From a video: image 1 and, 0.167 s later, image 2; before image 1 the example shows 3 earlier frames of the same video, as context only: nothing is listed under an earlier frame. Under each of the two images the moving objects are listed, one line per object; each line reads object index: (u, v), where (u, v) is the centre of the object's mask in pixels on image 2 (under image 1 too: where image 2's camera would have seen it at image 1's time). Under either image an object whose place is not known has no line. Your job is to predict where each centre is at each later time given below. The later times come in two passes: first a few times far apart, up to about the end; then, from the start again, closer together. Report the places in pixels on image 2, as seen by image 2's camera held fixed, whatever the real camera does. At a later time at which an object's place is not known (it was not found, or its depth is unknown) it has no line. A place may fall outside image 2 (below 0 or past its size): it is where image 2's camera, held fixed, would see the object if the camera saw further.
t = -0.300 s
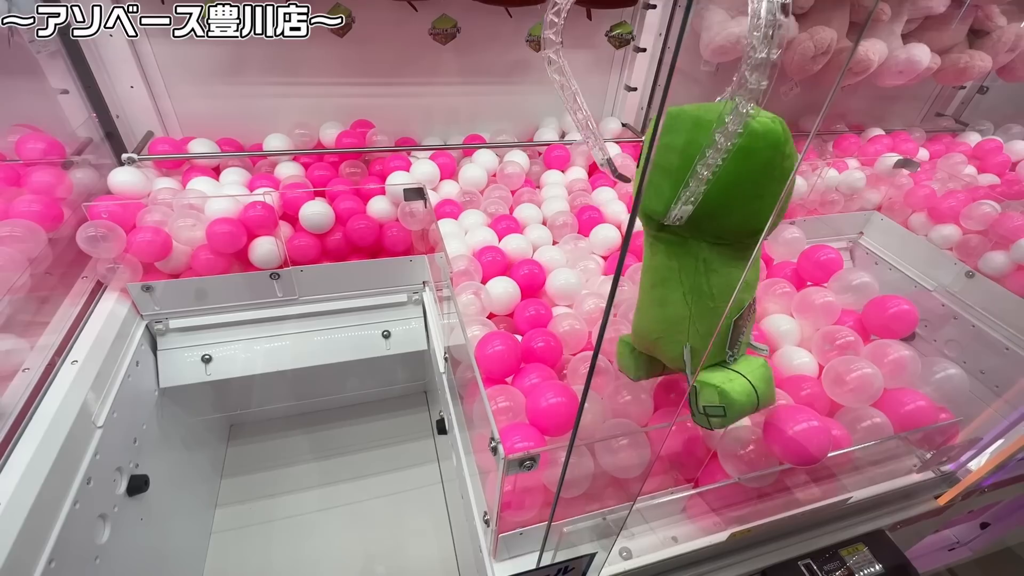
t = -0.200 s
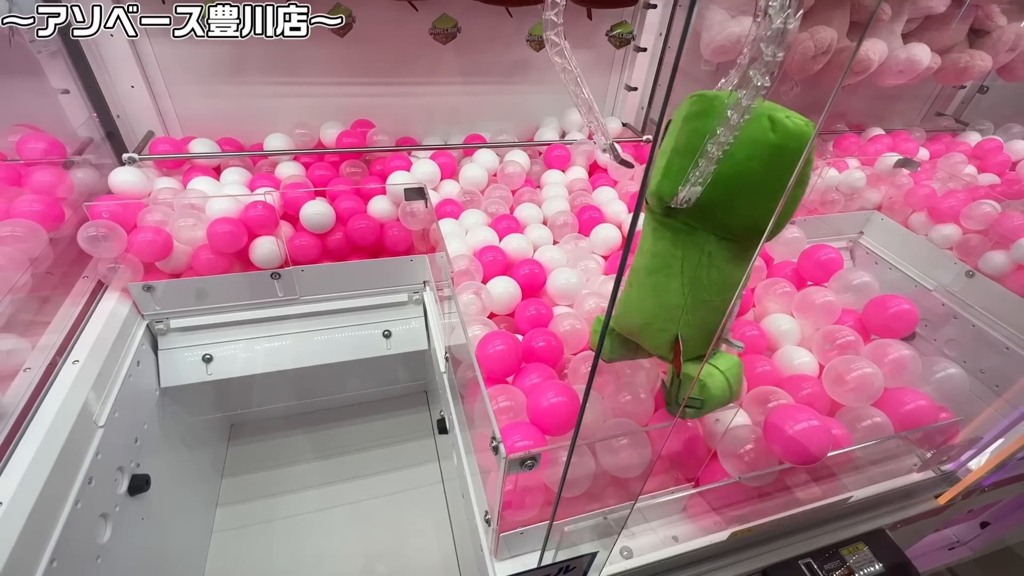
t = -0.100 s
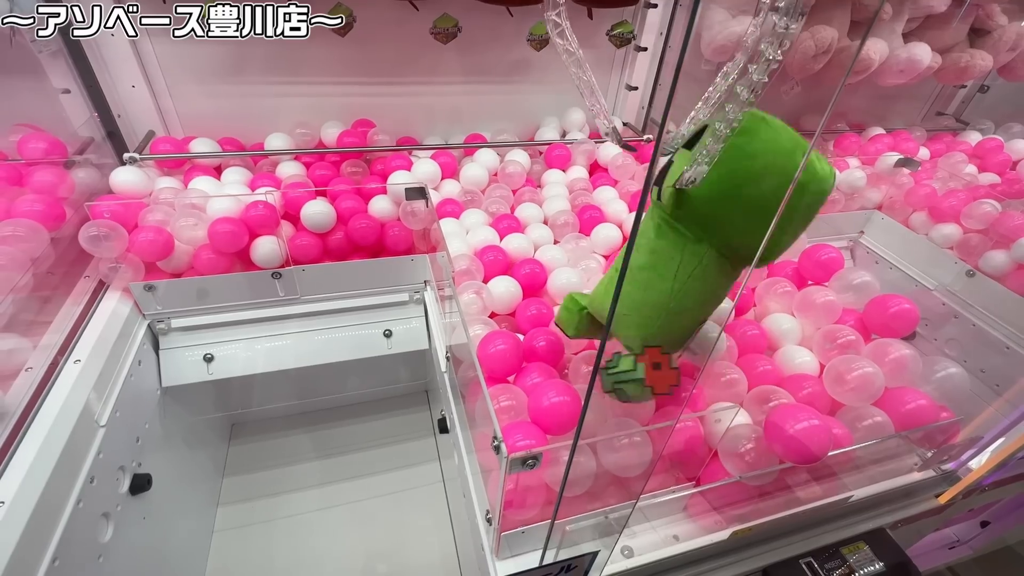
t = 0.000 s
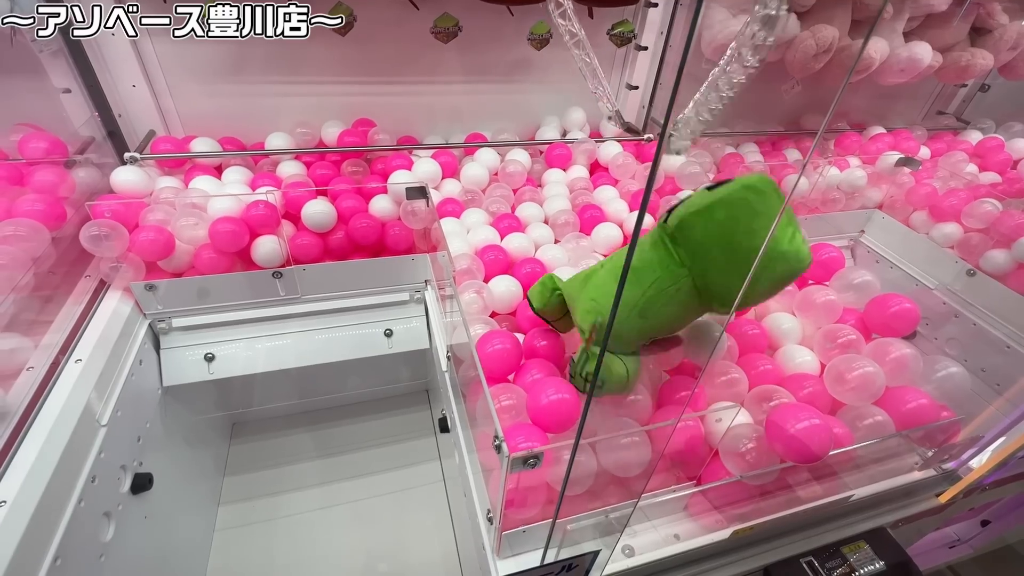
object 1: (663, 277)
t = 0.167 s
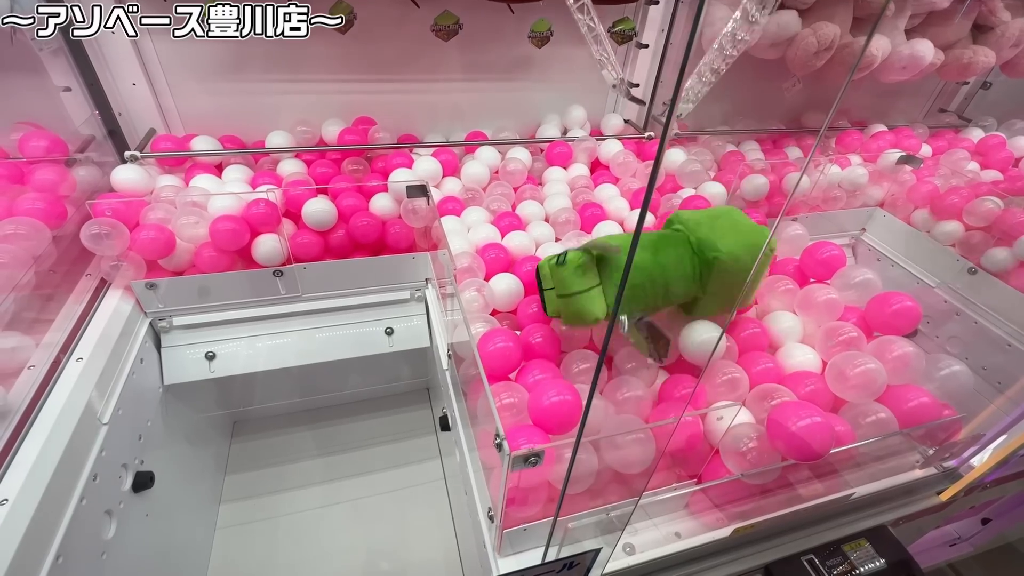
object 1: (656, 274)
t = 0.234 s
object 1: (652, 263)
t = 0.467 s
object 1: (637, 249)
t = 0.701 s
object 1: (635, 237)
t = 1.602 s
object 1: (600, 222)
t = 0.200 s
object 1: (654, 270)
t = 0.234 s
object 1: (652, 263)
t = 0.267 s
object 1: (648, 257)
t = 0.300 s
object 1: (644, 255)
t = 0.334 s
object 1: (644, 254)
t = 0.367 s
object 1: (641, 252)
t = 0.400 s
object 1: (640, 250)
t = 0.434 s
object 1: (639, 249)
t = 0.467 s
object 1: (637, 249)
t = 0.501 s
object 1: (636, 249)
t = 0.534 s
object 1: (634, 248)
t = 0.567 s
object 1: (634, 246)
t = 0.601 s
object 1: (634, 243)
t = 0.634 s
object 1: (634, 241)
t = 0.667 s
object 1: (633, 240)
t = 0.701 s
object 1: (635, 237)
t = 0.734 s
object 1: (634, 236)
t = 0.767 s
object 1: (633, 235)
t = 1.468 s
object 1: (597, 220)
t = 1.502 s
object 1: (598, 220)
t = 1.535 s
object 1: (599, 221)
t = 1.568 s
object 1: (600, 222)
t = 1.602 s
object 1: (600, 222)
